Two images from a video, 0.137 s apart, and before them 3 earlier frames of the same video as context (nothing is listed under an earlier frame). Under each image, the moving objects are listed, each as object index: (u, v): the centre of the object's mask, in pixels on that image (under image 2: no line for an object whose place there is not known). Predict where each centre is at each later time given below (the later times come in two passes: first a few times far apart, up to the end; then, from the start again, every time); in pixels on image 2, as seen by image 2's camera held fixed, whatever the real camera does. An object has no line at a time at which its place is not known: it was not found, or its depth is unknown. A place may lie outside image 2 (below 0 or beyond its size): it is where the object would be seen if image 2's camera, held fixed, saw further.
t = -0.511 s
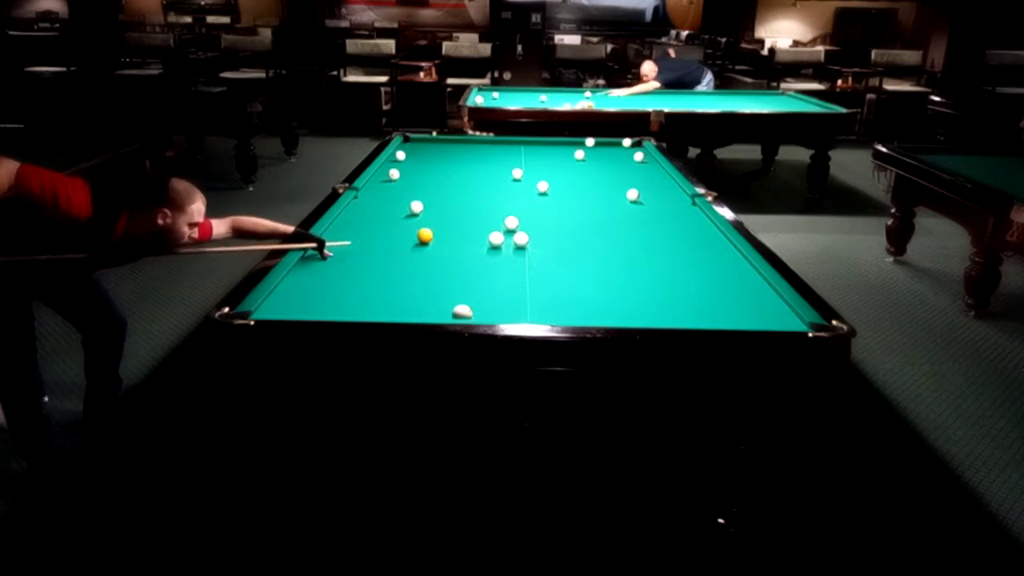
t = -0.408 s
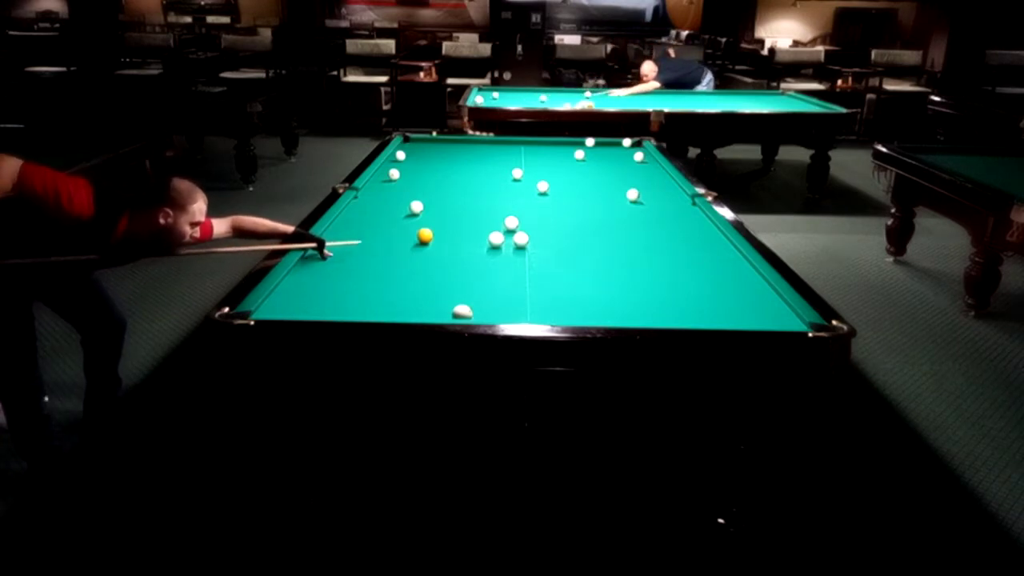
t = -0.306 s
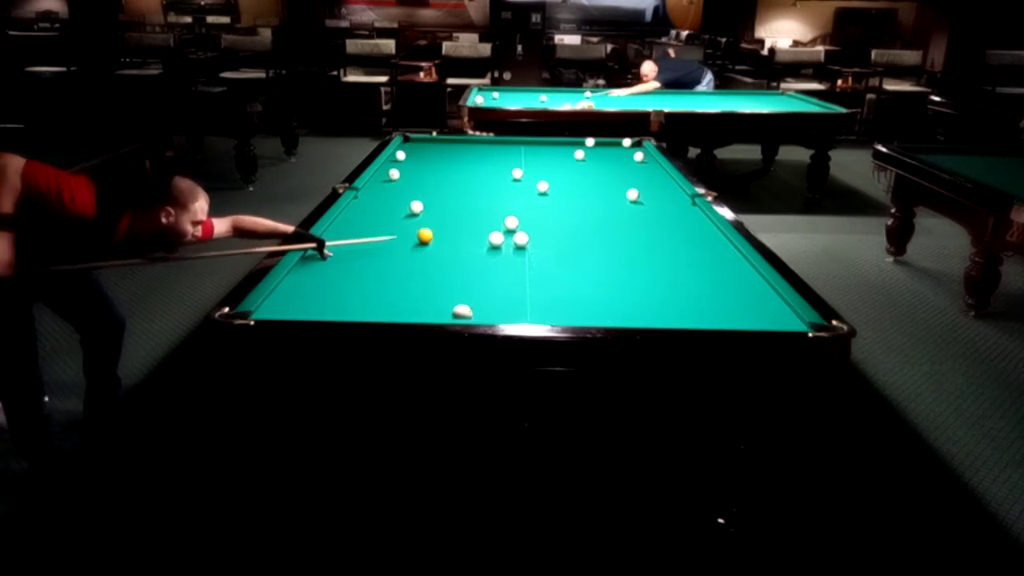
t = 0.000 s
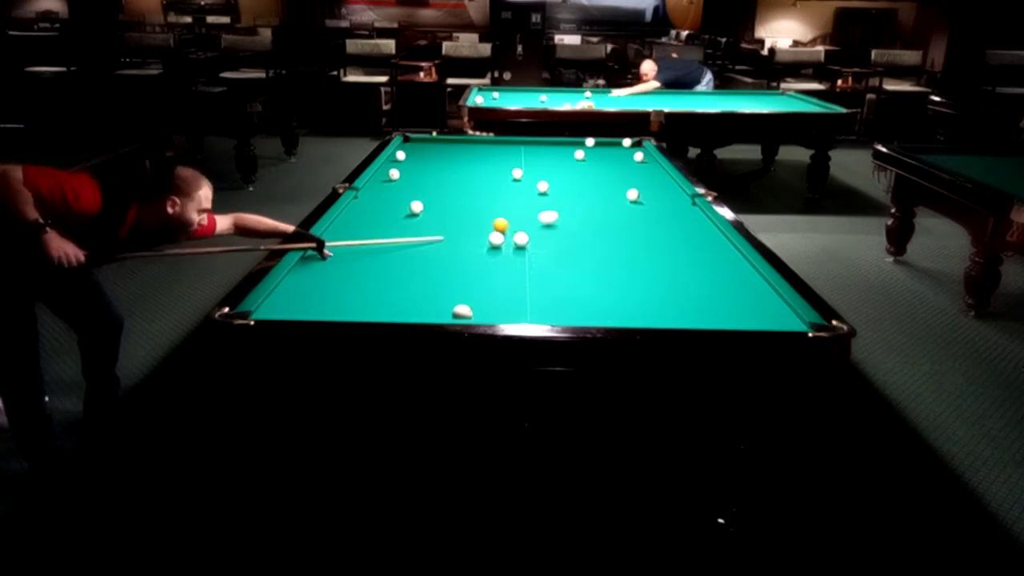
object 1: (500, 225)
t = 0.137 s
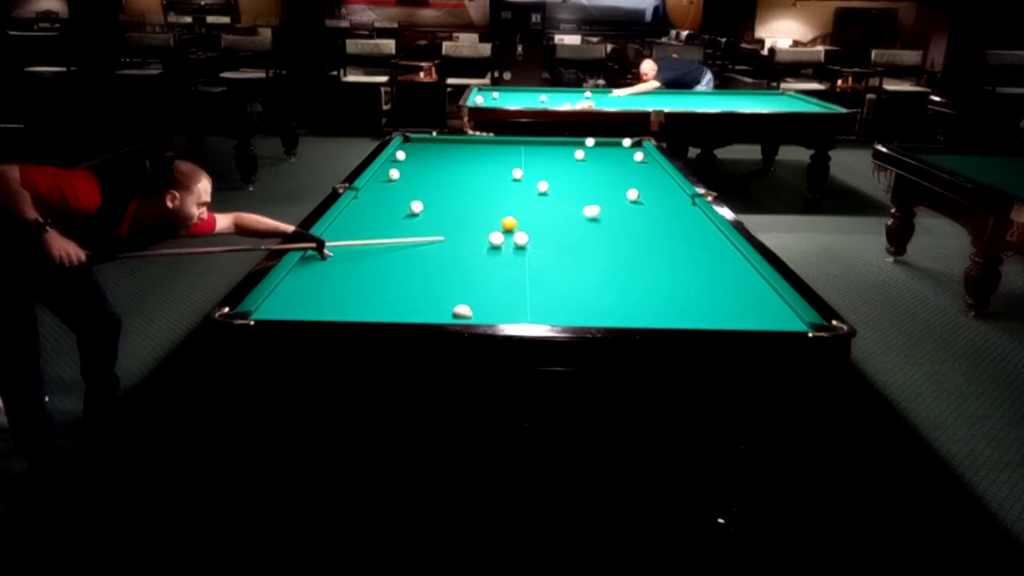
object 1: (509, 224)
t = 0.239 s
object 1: (517, 222)
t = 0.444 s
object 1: (534, 220)
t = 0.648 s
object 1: (550, 218)
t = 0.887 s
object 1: (567, 215)
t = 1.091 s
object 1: (581, 213)
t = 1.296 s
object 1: (595, 211)
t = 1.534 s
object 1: (609, 209)
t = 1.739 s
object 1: (620, 207)
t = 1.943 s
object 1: (631, 205)
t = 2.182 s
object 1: (643, 203)
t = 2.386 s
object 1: (652, 202)
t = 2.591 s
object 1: (663, 200)
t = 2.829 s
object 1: (672, 199)
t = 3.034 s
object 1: (680, 198)
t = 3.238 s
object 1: (686, 197)
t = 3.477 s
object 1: (684, 198)
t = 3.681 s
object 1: (682, 198)
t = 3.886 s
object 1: (680, 199)
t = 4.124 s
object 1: (679, 200)
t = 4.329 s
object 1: (678, 200)
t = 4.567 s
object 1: (677, 201)
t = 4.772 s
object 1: (677, 201)
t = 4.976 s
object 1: (676, 201)
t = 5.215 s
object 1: (676, 201)
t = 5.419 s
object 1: (676, 201)
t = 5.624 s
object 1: (676, 201)
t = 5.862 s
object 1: (676, 201)
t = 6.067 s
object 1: (676, 201)
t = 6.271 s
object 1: (676, 201)
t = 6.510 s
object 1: (676, 201)
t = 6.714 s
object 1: (676, 201)
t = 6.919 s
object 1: (676, 201)
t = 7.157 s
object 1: (676, 201)
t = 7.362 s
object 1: (676, 201)
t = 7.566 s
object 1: (676, 201)
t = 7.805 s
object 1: (677, 201)
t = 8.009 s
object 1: (676, 201)
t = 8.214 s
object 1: (676, 201)
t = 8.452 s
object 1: (676, 201)
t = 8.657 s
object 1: (676, 201)
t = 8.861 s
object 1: (676, 201)
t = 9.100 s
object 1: (676, 201)
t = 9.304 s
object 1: (676, 201)
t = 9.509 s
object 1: (676, 201)
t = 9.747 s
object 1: (676, 201)
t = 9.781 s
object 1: (676, 201)
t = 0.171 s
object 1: (511, 223)
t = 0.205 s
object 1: (514, 223)
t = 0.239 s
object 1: (517, 222)
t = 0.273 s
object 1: (520, 222)
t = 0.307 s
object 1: (523, 221)
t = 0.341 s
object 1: (526, 221)
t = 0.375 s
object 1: (528, 221)
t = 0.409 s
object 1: (531, 220)
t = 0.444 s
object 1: (534, 220)
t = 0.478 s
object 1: (536, 219)
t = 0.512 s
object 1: (539, 219)
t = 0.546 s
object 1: (542, 219)
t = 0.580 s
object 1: (545, 218)
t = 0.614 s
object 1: (547, 218)
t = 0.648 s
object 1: (550, 218)
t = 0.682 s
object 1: (552, 217)
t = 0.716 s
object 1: (555, 217)
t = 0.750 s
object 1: (557, 216)
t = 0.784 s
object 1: (560, 216)
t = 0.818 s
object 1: (563, 216)
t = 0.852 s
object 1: (565, 215)
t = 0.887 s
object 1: (567, 215)
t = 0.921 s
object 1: (570, 214)
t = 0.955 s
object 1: (572, 214)
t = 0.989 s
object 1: (574, 214)
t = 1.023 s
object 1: (577, 213)
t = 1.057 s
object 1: (579, 213)
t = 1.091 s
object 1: (581, 213)
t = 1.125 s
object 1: (583, 212)
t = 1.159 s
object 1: (586, 212)
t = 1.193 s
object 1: (588, 212)
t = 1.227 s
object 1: (590, 211)
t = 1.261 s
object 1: (592, 211)
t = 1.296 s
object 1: (595, 211)
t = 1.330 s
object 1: (597, 210)
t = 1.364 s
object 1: (599, 210)
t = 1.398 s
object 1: (601, 210)
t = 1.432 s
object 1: (603, 210)
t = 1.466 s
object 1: (605, 209)
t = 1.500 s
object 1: (607, 209)
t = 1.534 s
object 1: (609, 209)
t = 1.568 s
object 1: (611, 208)
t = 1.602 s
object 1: (613, 208)
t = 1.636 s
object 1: (614, 208)
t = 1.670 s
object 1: (616, 208)
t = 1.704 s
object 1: (618, 207)
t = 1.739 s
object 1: (620, 207)
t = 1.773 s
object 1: (622, 206)
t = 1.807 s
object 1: (624, 206)
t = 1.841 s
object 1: (626, 206)
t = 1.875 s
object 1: (627, 206)
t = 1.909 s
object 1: (629, 206)
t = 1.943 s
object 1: (631, 205)
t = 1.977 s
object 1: (633, 205)
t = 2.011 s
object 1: (634, 205)
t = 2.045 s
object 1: (636, 204)
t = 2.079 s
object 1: (638, 204)
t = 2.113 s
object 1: (640, 204)
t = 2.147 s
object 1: (641, 203)
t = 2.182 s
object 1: (643, 203)
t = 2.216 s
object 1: (644, 203)
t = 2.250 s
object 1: (646, 203)
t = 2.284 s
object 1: (648, 203)
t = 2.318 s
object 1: (649, 202)
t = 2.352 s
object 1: (651, 202)
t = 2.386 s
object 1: (652, 202)
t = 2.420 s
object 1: (655, 202)
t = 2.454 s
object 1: (657, 201)
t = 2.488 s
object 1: (658, 201)
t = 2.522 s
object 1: (660, 201)
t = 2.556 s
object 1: (661, 200)
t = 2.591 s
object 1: (663, 200)
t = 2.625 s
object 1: (664, 200)
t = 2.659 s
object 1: (666, 200)
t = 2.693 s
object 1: (667, 199)
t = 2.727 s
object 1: (668, 199)
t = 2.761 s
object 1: (670, 199)
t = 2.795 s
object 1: (671, 199)
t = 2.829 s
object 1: (672, 199)
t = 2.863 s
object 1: (674, 199)
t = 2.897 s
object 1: (675, 198)
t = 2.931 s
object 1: (676, 198)
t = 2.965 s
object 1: (677, 198)
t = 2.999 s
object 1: (679, 198)
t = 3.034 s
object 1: (680, 198)
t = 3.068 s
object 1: (681, 197)
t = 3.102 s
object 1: (682, 197)
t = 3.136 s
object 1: (683, 197)
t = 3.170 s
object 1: (685, 197)
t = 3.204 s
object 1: (686, 197)
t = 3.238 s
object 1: (686, 197)
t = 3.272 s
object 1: (686, 197)
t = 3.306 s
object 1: (685, 197)
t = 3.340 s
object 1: (685, 197)
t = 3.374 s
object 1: (685, 197)
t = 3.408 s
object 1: (685, 197)
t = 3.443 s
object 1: (684, 197)
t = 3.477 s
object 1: (684, 198)
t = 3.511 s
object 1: (684, 198)
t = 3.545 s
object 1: (684, 198)
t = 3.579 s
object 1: (683, 198)
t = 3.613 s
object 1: (683, 198)
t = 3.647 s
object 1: (682, 198)
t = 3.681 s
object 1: (682, 198)
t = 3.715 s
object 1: (682, 198)
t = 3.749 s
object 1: (681, 198)
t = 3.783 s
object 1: (681, 198)
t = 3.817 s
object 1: (681, 198)
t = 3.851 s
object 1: (681, 199)
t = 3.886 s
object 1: (680, 199)
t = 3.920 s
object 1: (680, 199)
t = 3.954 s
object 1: (680, 199)
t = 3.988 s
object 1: (680, 199)
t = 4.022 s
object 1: (680, 199)
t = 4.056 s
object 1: (679, 199)
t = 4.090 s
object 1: (679, 199)
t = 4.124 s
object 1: (679, 200)
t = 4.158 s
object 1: (679, 200)
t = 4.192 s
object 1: (679, 200)
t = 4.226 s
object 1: (678, 200)
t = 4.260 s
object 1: (678, 200)
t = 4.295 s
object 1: (678, 200)
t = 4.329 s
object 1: (678, 200)
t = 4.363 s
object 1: (678, 200)
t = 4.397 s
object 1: (678, 200)
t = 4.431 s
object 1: (677, 200)
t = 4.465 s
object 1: (677, 200)
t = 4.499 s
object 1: (677, 201)
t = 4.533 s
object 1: (677, 201)
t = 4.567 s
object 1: (677, 201)
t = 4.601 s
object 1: (677, 201)
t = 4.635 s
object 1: (677, 201)
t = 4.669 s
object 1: (677, 201)
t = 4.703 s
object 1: (677, 201)
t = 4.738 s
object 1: (677, 201)
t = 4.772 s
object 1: (677, 201)
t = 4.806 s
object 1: (676, 201)
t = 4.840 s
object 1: (676, 201)
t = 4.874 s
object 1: (676, 201)
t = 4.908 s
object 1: (676, 201)
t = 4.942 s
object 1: (676, 201)
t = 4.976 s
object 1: (676, 201)
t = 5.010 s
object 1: (676, 201)
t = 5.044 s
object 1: (676, 201)
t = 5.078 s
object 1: (676, 201)
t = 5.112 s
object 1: (676, 201)
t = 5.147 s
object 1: (676, 201)
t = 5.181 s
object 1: (676, 201)
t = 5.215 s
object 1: (676, 201)
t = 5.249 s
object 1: (676, 201)
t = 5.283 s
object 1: (676, 201)
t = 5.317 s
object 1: (676, 201)
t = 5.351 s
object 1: (676, 201)
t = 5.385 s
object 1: (676, 201)
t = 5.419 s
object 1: (676, 201)
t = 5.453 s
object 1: (676, 201)
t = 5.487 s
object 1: (676, 201)
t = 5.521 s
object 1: (676, 201)
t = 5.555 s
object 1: (676, 201)
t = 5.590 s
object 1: (676, 201)
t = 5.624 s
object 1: (676, 201)
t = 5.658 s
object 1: (676, 201)
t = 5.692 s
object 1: (676, 201)
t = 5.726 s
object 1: (676, 201)
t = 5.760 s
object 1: (676, 201)
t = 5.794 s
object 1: (676, 201)
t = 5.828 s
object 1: (676, 201)
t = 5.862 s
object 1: (676, 201)
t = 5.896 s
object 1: (676, 201)
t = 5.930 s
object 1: (676, 201)
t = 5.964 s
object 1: (676, 201)
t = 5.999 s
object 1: (676, 201)
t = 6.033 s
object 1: (676, 201)
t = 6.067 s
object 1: (676, 201)
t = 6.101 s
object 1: (676, 201)
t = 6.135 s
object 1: (676, 201)
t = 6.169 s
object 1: (676, 201)
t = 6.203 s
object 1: (676, 201)
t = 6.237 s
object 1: (676, 201)
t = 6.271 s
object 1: (676, 201)
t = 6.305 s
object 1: (676, 201)
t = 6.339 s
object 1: (676, 201)
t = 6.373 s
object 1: (676, 201)
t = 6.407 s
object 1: (676, 201)
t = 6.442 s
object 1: (676, 201)
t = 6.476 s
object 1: (676, 201)
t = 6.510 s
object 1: (676, 201)
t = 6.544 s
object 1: (676, 201)
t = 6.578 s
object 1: (676, 201)
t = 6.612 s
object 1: (676, 201)
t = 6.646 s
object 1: (677, 201)
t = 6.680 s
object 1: (676, 201)
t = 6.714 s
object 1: (676, 201)
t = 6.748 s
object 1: (676, 201)
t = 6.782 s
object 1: (676, 201)
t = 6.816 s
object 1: (676, 201)
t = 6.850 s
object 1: (676, 201)
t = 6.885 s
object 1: (676, 201)
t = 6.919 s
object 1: (676, 201)
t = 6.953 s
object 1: (676, 201)
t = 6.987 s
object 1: (676, 201)
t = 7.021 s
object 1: (676, 201)
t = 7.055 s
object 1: (676, 201)
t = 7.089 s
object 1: (677, 201)
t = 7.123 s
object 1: (677, 201)
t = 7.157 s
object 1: (676, 201)
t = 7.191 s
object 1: (677, 201)
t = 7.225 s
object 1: (676, 201)
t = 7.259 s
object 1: (676, 201)
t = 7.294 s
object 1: (676, 201)
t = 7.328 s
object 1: (677, 201)
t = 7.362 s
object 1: (676, 201)
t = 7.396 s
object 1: (676, 201)
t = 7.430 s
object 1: (676, 201)
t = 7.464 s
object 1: (676, 201)
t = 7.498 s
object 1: (677, 201)
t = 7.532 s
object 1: (676, 201)
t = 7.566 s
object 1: (676, 201)
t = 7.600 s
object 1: (677, 201)
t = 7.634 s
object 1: (677, 201)
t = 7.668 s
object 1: (677, 201)
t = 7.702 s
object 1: (677, 201)
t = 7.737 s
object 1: (677, 201)
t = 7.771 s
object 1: (677, 201)
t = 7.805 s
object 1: (677, 201)
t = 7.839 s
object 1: (677, 201)
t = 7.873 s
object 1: (676, 201)
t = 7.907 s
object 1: (676, 201)
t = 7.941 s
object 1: (677, 201)
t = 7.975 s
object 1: (676, 201)
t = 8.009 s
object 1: (676, 201)
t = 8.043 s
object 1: (676, 201)
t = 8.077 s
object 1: (676, 201)
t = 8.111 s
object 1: (676, 201)
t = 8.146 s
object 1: (676, 201)
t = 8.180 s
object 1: (676, 201)
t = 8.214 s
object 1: (676, 201)
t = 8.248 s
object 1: (676, 201)
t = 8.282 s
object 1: (676, 201)
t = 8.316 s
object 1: (676, 201)
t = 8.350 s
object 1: (676, 201)
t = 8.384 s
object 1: (676, 201)
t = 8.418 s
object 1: (677, 201)
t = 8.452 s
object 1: (676, 201)
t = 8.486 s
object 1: (676, 201)
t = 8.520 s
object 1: (676, 201)
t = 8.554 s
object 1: (676, 201)
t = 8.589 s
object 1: (676, 201)
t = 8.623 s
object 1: (677, 201)
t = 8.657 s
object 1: (676, 201)
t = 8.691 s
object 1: (676, 201)
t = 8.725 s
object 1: (676, 201)
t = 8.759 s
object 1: (676, 201)
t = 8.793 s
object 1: (677, 201)
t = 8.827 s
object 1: (676, 201)
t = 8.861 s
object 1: (676, 201)
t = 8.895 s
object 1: (676, 201)
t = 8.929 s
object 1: (676, 201)
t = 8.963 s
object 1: (676, 201)
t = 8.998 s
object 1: (676, 201)
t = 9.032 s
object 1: (676, 201)
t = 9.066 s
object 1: (676, 201)
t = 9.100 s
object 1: (676, 201)
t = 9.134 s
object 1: (676, 201)
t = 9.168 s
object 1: (676, 201)
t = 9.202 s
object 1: (676, 201)
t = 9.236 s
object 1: (676, 201)
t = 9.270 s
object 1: (676, 201)
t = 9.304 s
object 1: (676, 201)
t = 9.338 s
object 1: (676, 201)
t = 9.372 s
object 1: (676, 201)
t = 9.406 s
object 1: (676, 201)
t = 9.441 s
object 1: (676, 201)
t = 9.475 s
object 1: (676, 201)
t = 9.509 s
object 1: (676, 201)
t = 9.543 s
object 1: (676, 201)
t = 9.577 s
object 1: (676, 201)
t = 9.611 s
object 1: (676, 201)
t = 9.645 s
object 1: (676, 201)
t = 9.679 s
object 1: (676, 201)
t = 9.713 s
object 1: (676, 201)
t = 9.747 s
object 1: (676, 201)
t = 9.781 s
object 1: (676, 201)
